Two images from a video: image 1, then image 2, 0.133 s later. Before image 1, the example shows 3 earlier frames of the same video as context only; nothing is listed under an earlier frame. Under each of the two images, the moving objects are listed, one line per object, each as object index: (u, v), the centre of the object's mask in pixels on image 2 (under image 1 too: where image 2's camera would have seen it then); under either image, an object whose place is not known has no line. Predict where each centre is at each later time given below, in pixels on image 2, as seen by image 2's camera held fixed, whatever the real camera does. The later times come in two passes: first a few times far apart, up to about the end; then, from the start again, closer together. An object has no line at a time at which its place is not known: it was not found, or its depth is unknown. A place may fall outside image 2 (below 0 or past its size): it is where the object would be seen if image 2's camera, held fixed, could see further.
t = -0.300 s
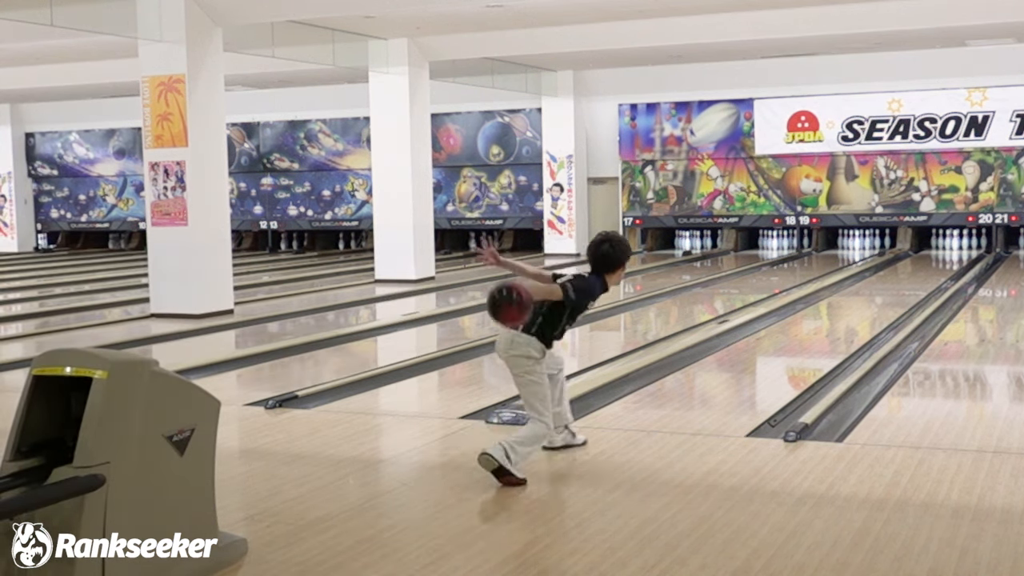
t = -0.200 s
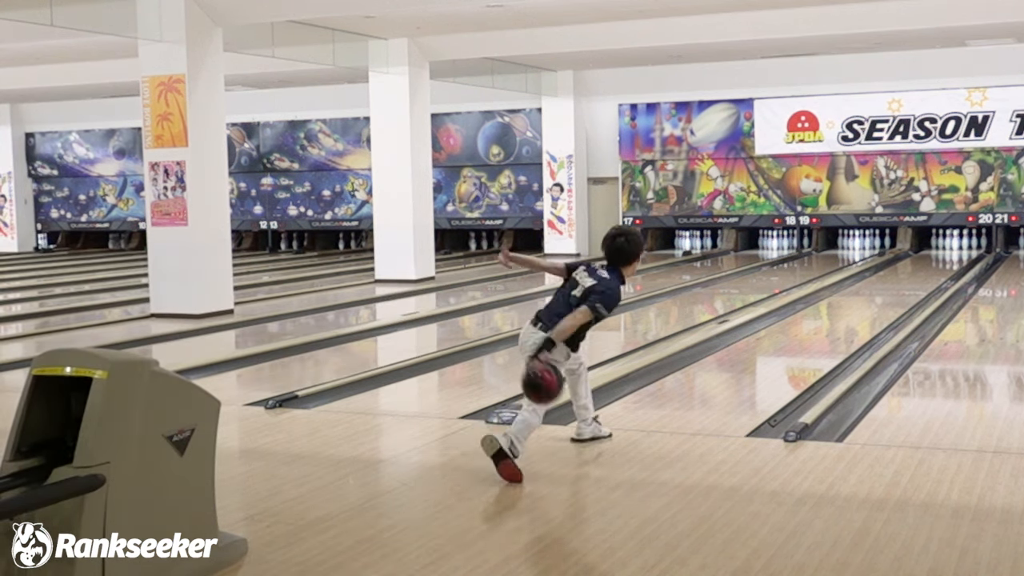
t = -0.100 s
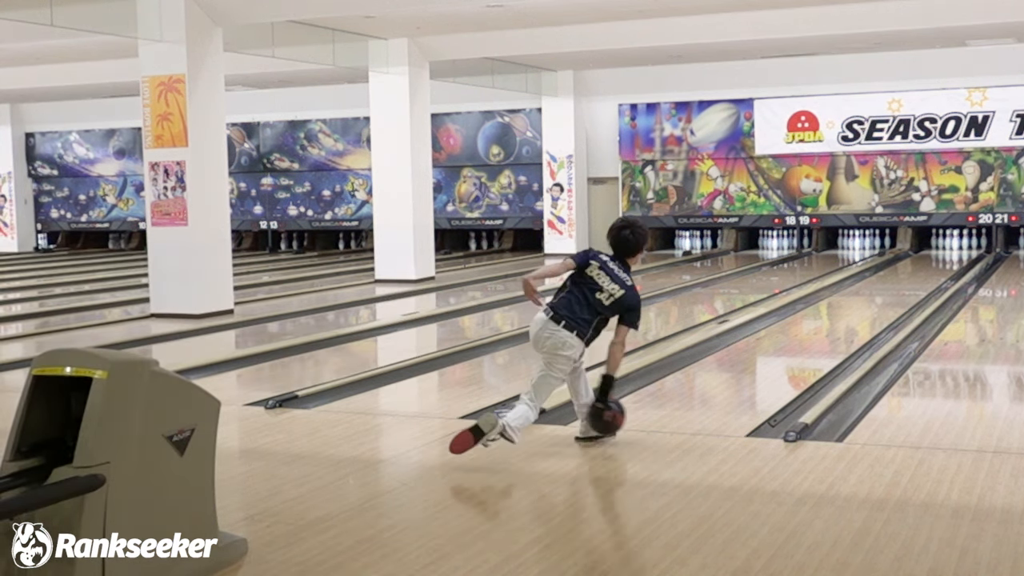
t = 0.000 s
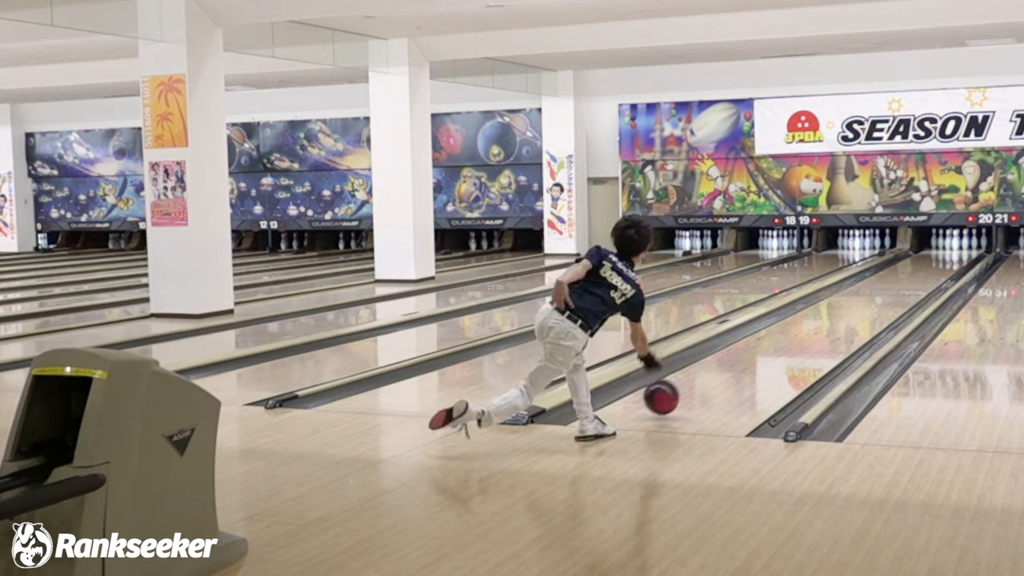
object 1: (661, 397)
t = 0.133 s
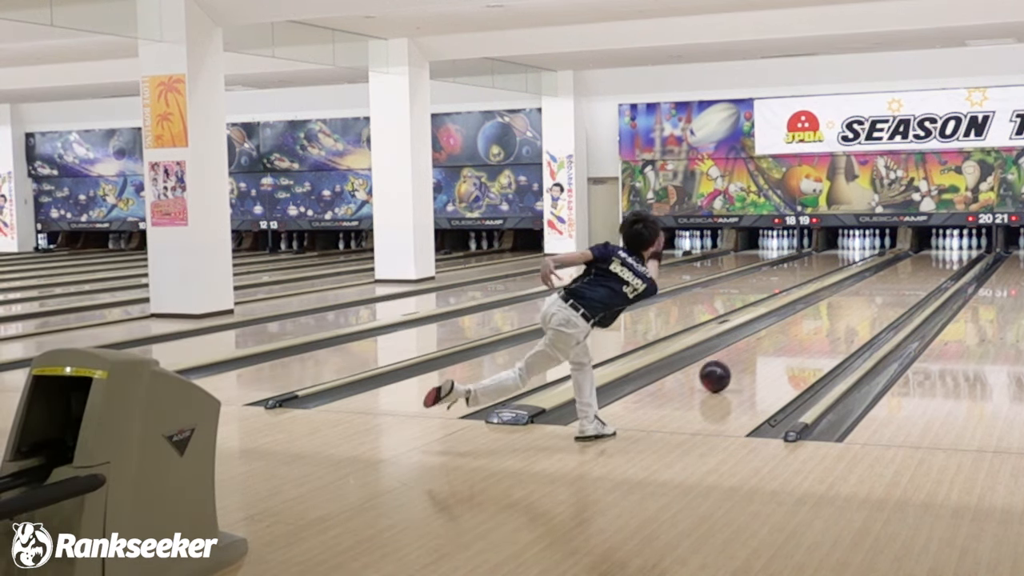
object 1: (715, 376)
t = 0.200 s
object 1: (737, 365)
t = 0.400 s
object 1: (793, 340)
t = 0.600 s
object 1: (834, 319)
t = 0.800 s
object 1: (867, 304)
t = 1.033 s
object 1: (897, 289)
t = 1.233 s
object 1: (918, 279)
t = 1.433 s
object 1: (935, 270)
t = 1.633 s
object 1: (947, 263)
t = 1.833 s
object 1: (956, 257)
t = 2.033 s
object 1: (960, 253)
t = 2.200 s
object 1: (962, 249)
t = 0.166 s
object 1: (727, 371)
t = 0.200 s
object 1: (737, 365)
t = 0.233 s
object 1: (748, 360)
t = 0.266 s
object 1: (758, 355)
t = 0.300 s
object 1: (767, 351)
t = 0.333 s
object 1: (776, 347)
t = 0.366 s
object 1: (784, 343)
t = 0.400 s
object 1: (793, 340)
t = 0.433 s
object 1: (800, 336)
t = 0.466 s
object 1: (808, 332)
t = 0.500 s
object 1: (815, 329)
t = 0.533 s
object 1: (822, 325)
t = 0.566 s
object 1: (828, 322)
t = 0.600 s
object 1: (834, 319)
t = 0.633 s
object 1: (840, 317)
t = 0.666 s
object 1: (846, 314)
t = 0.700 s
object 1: (852, 311)
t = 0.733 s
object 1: (857, 308)
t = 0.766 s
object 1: (863, 306)
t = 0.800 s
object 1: (867, 304)
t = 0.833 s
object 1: (872, 302)
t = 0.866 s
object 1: (877, 299)
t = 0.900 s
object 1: (881, 297)
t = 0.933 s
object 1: (885, 295)
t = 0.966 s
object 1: (890, 293)
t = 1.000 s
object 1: (894, 291)
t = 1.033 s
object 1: (897, 289)
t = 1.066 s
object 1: (901, 288)
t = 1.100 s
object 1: (905, 286)
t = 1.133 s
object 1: (908, 284)
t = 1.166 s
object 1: (912, 282)
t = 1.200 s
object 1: (915, 281)
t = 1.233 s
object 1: (918, 279)
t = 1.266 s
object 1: (921, 278)
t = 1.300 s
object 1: (924, 276)
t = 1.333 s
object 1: (927, 275)
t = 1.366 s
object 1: (929, 274)
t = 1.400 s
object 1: (932, 272)
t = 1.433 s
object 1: (935, 270)
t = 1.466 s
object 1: (937, 269)
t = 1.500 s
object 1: (939, 268)
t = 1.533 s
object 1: (942, 267)
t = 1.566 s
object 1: (943, 266)
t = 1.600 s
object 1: (945, 265)
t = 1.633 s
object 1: (947, 263)
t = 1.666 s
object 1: (949, 263)
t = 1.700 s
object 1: (950, 261)
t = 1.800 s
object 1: (955, 259)
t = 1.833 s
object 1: (956, 257)
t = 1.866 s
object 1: (957, 257)
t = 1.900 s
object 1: (957, 256)
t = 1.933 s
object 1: (958, 255)
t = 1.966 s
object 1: (959, 255)
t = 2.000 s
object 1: (960, 254)
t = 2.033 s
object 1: (960, 253)
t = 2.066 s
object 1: (961, 252)
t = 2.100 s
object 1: (962, 251)
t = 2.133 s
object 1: (961, 251)
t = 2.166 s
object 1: (962, 250)
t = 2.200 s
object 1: (962, 249)
